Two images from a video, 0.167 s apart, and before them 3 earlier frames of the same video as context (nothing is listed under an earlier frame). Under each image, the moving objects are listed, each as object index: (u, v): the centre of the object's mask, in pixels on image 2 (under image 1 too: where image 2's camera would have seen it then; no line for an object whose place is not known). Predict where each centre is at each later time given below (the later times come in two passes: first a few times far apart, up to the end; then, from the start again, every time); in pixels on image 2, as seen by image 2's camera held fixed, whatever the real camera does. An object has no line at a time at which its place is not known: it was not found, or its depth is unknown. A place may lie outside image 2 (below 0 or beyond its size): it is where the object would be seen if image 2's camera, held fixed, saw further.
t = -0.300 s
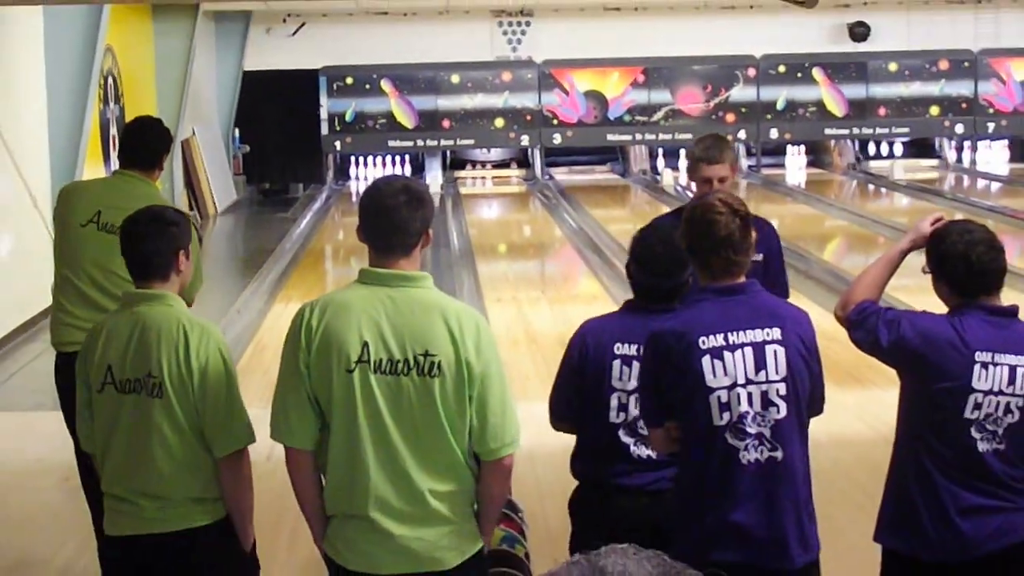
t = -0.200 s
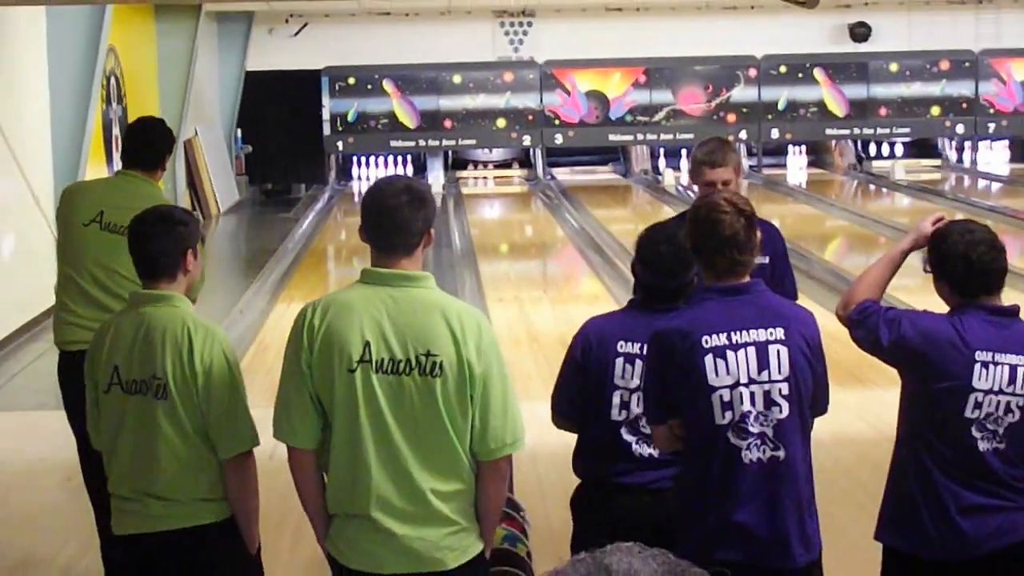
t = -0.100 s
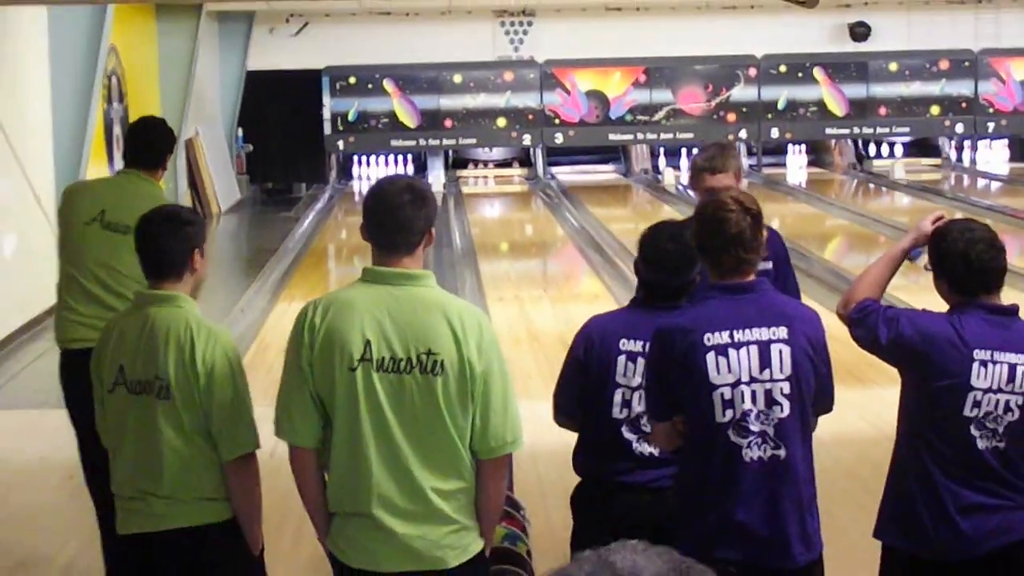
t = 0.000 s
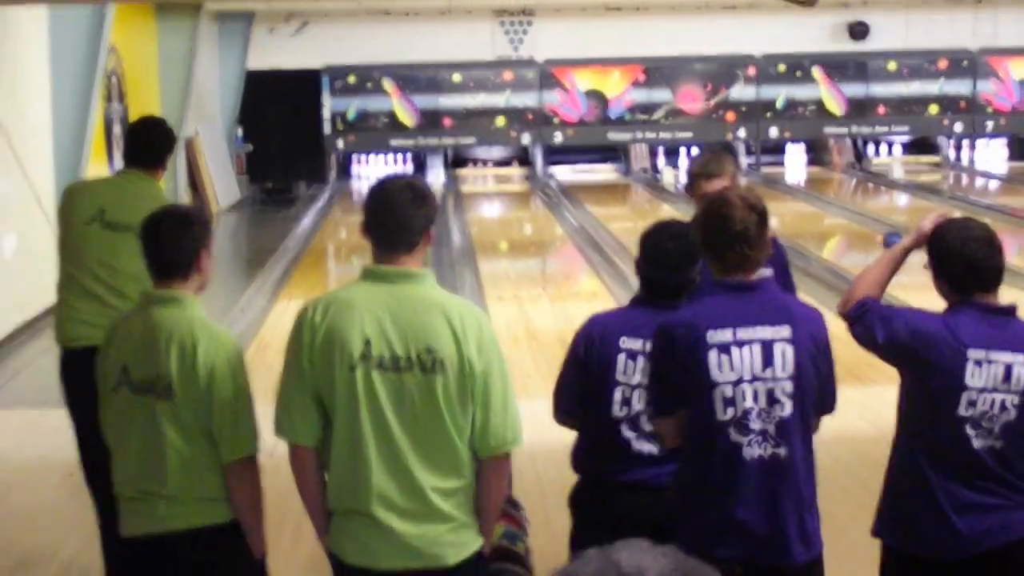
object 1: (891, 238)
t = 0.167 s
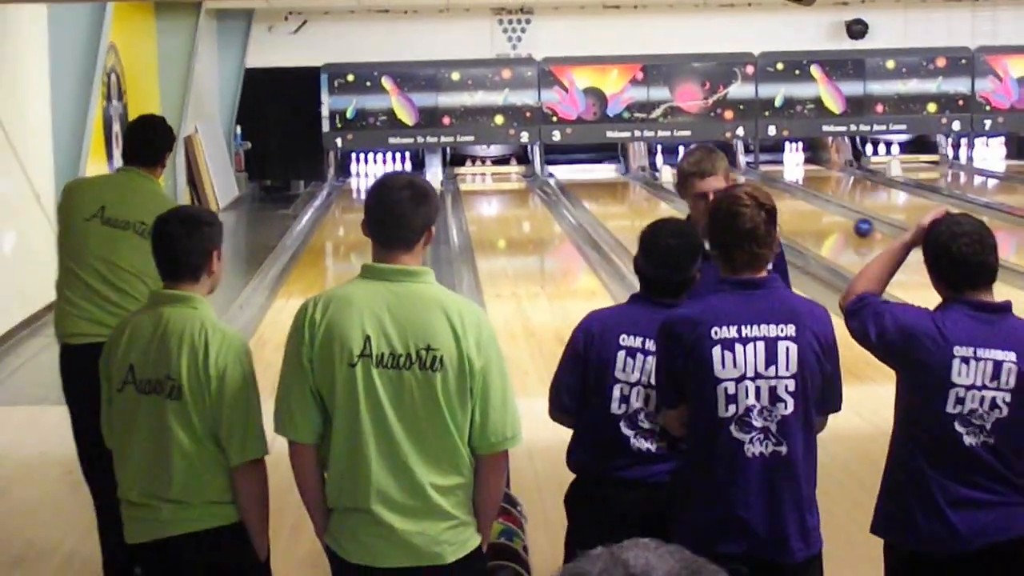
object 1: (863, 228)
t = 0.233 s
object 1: (853, 223)
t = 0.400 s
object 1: (830, 215)
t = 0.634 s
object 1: (803, 202)
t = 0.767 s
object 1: (794, 193)
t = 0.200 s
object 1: (858, 226)
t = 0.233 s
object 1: (853, 223)
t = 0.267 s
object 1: (848, 222)
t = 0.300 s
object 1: (843, 220)
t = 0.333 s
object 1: (839, 219)
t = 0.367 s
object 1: (834, 217)
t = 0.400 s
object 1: (830, 215)
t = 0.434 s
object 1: (826, 213)
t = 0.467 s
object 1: (822, 211)
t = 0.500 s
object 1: (818, 209)
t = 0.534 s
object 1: (815, 208)
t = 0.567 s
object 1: (811, 205)
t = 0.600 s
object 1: (807, 204)
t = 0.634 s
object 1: (803, 202)
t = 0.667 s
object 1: (800, 199)
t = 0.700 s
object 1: (798, 197)
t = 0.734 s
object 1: (796, 195)
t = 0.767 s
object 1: (794, 193)
